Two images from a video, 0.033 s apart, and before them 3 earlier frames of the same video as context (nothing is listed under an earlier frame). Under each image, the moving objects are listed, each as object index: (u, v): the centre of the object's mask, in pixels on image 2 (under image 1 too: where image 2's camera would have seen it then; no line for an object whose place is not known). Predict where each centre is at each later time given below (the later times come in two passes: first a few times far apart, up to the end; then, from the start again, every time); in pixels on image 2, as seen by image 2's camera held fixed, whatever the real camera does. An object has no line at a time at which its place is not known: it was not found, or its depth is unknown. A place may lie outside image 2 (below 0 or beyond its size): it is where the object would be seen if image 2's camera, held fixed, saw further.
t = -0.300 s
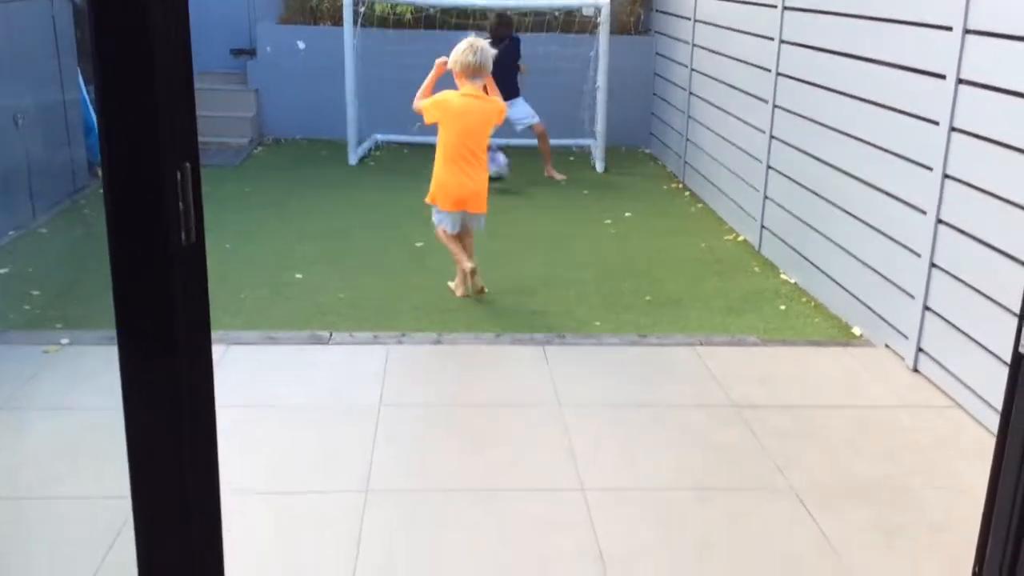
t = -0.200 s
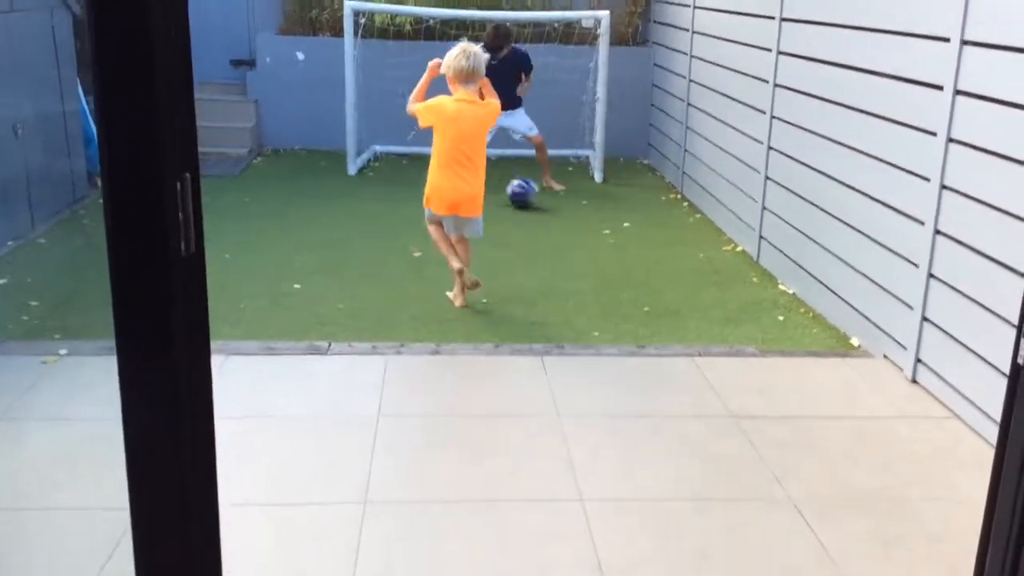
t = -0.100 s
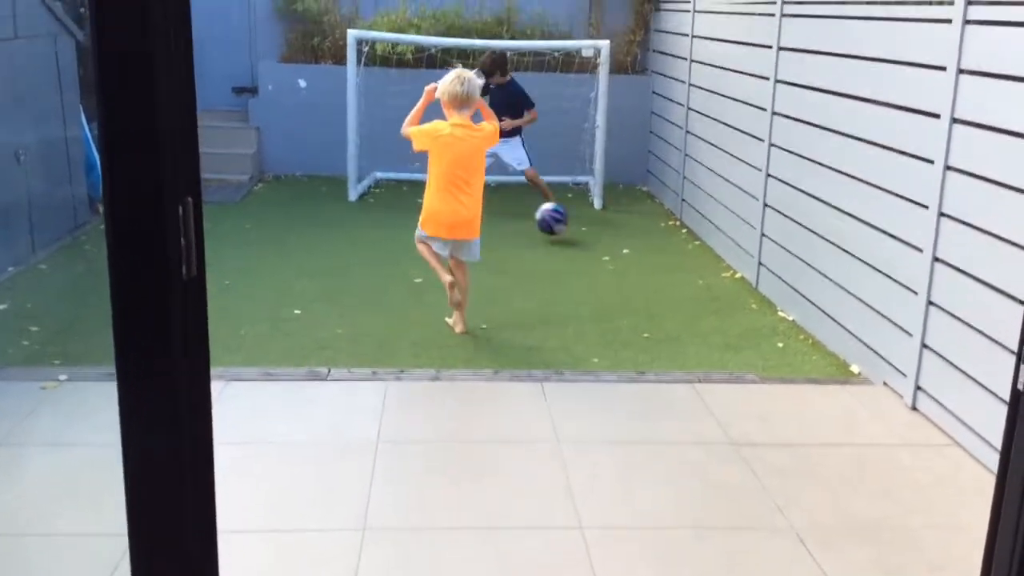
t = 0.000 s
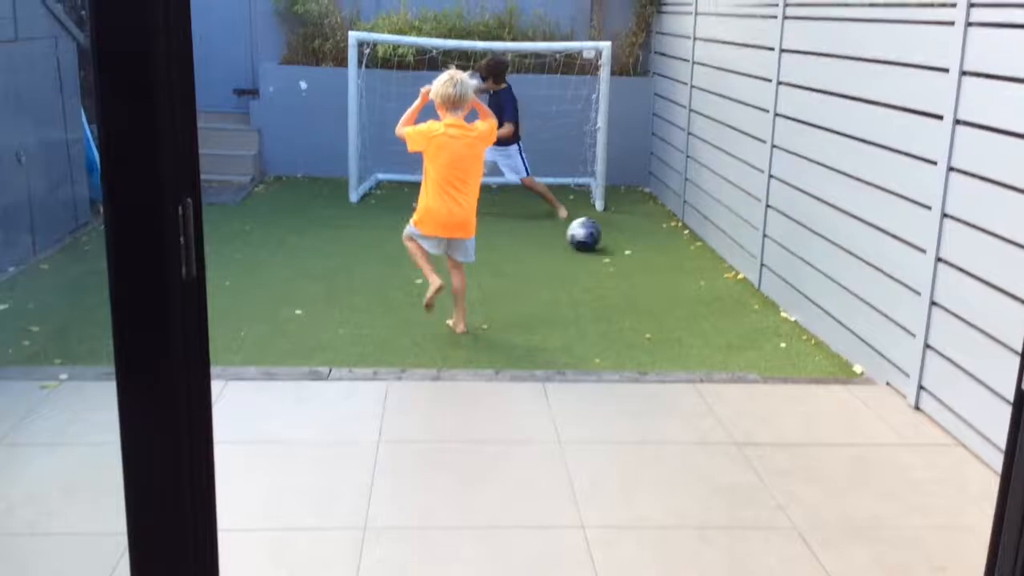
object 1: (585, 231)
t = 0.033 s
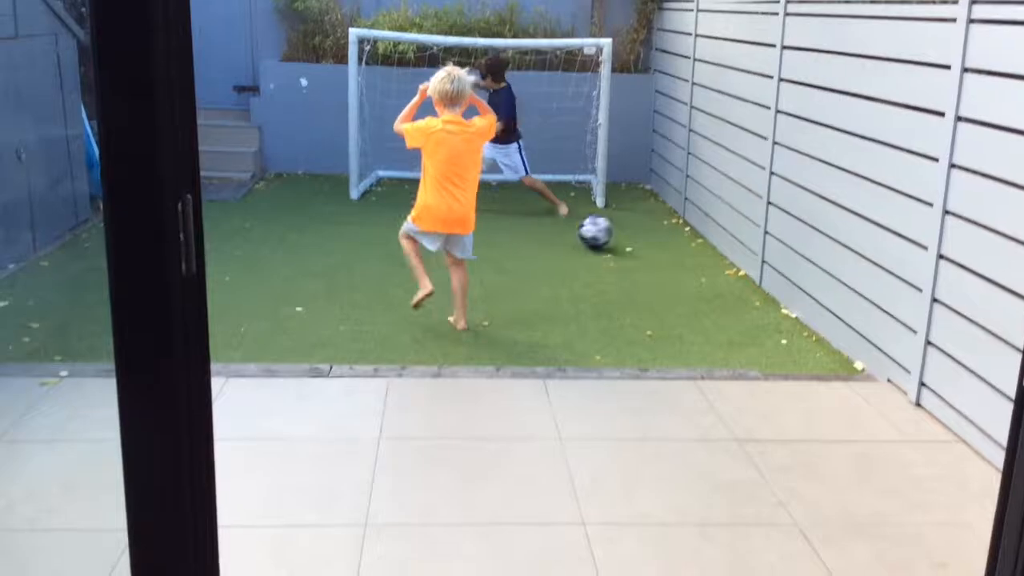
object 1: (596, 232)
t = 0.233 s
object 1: (658, 249)
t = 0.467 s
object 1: (738, 260)
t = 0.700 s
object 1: (715, 281)
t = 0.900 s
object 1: (718, 295)
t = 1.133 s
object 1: (721, 309)
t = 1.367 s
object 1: (729, 327)
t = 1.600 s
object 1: (738, 343)
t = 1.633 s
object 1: (741, 344)
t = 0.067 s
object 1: (603, 231)
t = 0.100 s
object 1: (615, 231)
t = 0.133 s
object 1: (626, 233)
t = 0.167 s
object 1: (636, 238)
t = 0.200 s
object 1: (647, 245)
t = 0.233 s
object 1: (658, 249)
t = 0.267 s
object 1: (668, 246)
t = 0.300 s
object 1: (680, 247)
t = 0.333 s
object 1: (693, 249)
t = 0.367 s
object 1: (702, 254)
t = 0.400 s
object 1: (716, 260)
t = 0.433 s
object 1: (728, 262)
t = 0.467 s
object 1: (738, 260)
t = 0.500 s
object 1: (737, 256)
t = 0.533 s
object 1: (734, 255)
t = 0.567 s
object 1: (730, 257)
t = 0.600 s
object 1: (727, 260)
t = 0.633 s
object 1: (723, 264)
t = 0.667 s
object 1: (719, 271)
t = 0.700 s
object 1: (715, 281)
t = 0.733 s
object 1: (713, 285)
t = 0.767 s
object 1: (713, 282)
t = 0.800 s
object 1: (714, 281)
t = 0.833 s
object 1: (716, 283)
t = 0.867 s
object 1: (717, 287)
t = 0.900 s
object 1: (718, 295)
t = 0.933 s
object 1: (719, 298)
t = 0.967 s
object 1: (719, 297)
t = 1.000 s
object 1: (720, 297)
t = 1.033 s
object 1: (720, 300)
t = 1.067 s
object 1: (720, 304)
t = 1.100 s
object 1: (720, 307)
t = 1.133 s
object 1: (721, 309)
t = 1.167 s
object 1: (723, 312)
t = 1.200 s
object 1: (724, 315)
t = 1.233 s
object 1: (725, 315)
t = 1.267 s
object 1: (725, 318)
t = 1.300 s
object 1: (726, 320)
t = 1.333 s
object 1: (728, 323)
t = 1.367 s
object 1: (729, 327)
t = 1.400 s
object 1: (731, 329)
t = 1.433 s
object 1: (732, 332)
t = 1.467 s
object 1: (733, 334)
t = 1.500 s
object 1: (733, 335)
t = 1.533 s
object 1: (735, 338)
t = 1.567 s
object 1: (737, 340)
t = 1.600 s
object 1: (738, 343)
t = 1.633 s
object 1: (741, 344)
